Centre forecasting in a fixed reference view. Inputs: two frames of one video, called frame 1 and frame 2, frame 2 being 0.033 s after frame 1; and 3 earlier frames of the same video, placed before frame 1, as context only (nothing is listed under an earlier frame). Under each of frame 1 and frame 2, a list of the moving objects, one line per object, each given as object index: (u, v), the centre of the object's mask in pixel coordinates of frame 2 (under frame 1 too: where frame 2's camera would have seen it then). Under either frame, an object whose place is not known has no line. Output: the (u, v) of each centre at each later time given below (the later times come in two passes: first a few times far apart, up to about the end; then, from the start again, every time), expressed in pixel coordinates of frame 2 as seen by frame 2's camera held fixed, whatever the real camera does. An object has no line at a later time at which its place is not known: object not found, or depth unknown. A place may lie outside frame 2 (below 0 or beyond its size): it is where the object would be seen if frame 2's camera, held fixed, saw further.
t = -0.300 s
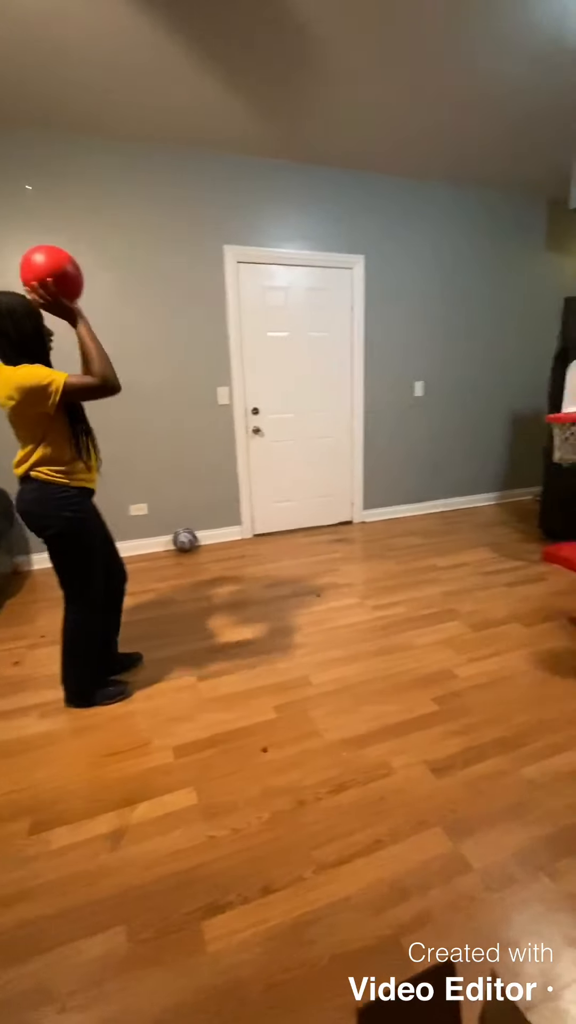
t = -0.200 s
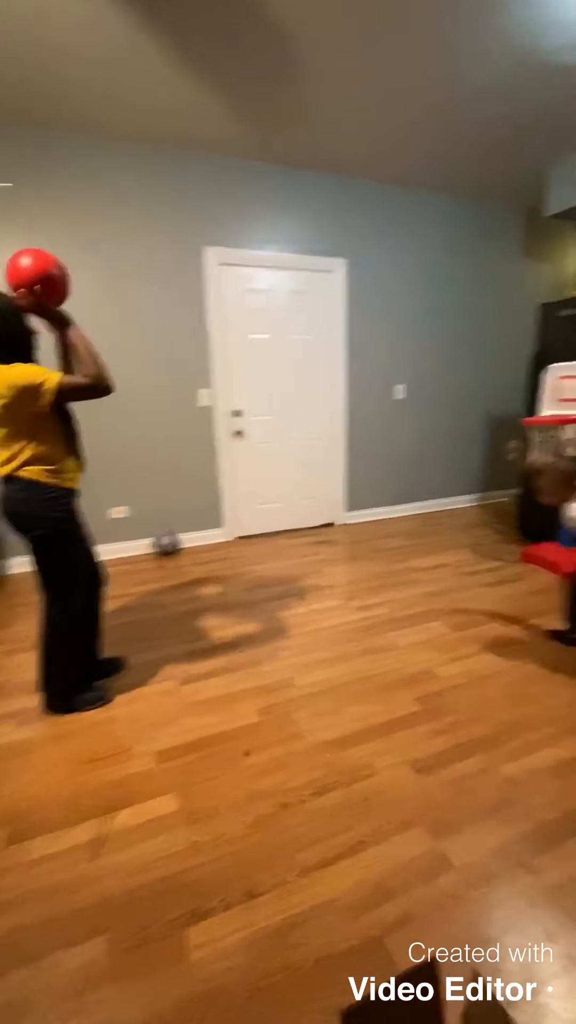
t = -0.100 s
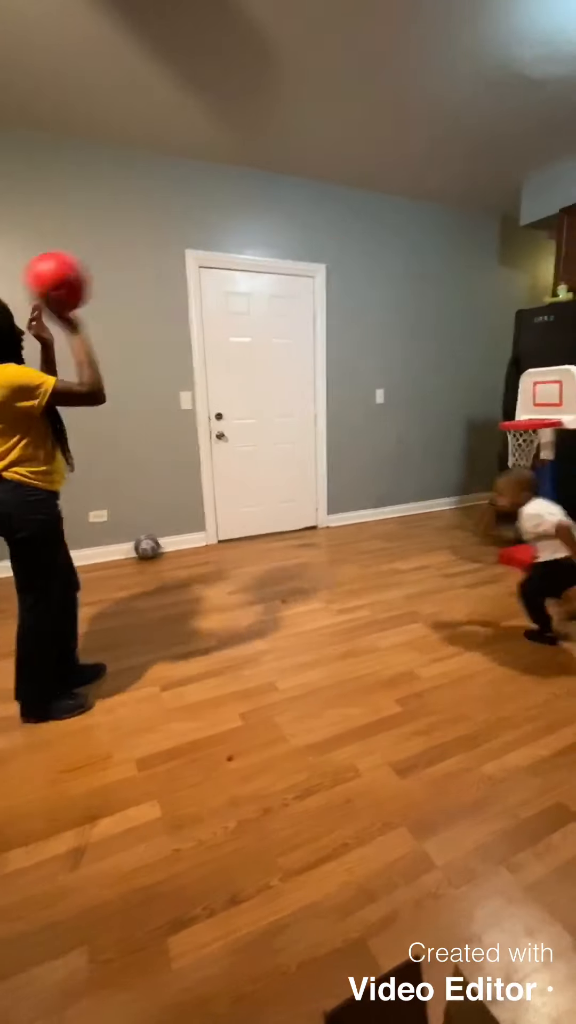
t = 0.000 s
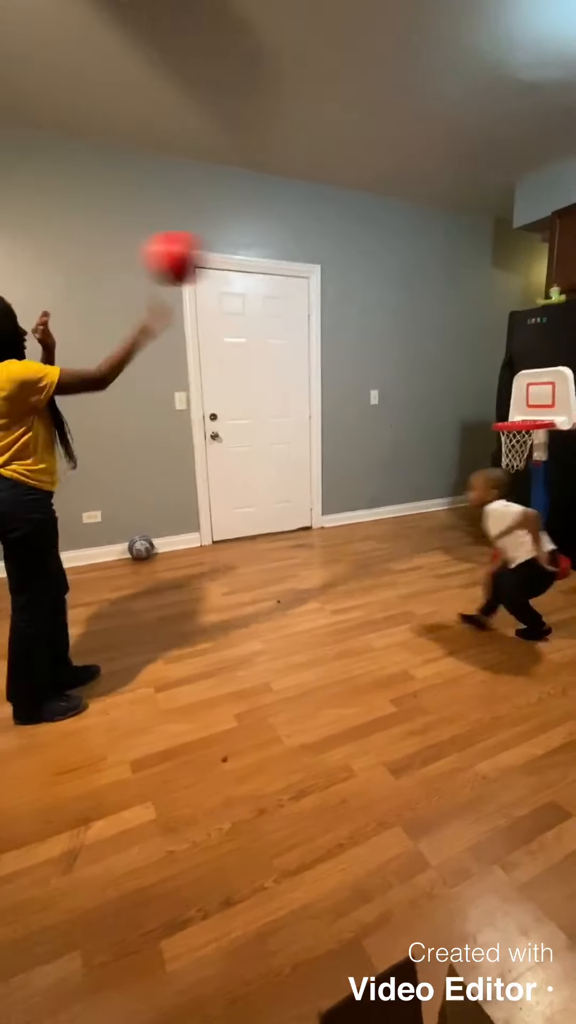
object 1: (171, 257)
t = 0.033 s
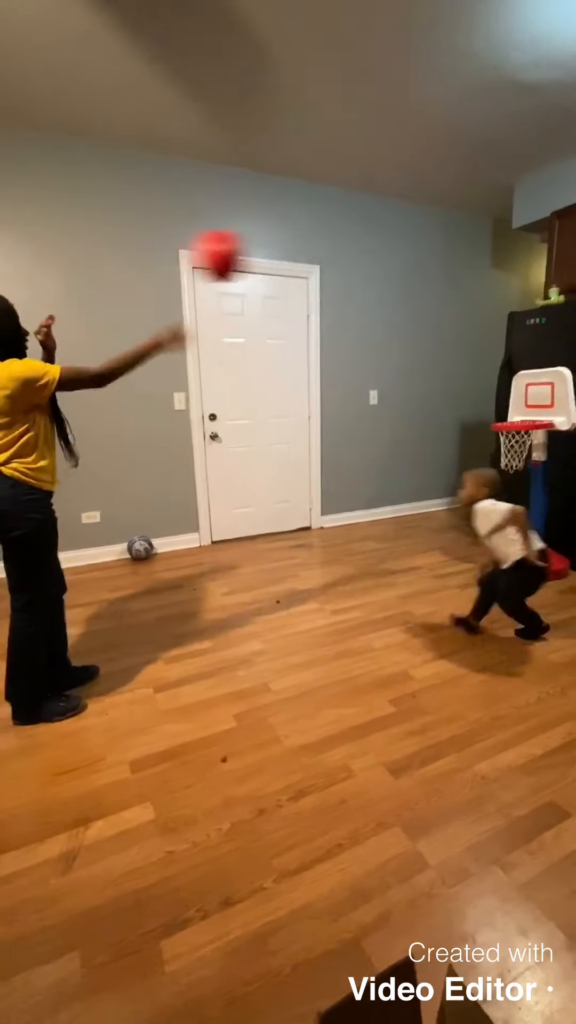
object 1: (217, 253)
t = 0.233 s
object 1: (418, 295)
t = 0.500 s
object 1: (518, 409)
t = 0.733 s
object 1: (533, 442)
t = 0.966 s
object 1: (498, 503)
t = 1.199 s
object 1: (459, 533)
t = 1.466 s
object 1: (413, 531)
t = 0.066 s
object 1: (259, 254)
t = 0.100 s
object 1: (299, 259)
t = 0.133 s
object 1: (334, 266)
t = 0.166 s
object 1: (365, 275)
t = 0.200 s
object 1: (392, 285)
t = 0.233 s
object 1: (418, 295)
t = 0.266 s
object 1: (442, 307)
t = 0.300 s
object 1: (463, 320)
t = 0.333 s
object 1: (482, 335)
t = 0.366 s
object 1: (501, 350)
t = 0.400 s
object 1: (517, 363)
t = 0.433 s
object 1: (529, 380)
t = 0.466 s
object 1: (524, 395)
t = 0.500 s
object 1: (518, 409)
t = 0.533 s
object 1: (516, 417)
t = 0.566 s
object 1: (526, 433)
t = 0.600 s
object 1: (529, 435)
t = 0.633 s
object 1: (531, 439)
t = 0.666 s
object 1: (531, 437)
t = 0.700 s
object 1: (536, 440)
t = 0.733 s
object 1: (533, 442)
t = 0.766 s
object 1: (534, 446)
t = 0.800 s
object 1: (528, 456)
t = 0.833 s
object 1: (521, 462)
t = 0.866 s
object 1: (516, 471)
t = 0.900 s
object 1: (511, 481)
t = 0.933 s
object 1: (505, 490)
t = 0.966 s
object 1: (498, 503)
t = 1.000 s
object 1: (492, 516)
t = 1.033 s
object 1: (487, 530)
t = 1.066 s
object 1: (481, 547)
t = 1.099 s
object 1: (474, 560)
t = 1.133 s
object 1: (469, 550)
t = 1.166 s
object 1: (464, 540)
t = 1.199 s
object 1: (459, 533)
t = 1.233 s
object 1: (453, 528)
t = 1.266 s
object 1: (448, 524)
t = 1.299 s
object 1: (442, 521)
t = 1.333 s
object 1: (437, 520)
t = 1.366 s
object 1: (431, 520)
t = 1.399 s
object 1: (425, 522)
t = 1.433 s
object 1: (419, 526)
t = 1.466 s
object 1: (413, 531)
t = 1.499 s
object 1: (408, 538)
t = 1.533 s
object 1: (402, 547)
